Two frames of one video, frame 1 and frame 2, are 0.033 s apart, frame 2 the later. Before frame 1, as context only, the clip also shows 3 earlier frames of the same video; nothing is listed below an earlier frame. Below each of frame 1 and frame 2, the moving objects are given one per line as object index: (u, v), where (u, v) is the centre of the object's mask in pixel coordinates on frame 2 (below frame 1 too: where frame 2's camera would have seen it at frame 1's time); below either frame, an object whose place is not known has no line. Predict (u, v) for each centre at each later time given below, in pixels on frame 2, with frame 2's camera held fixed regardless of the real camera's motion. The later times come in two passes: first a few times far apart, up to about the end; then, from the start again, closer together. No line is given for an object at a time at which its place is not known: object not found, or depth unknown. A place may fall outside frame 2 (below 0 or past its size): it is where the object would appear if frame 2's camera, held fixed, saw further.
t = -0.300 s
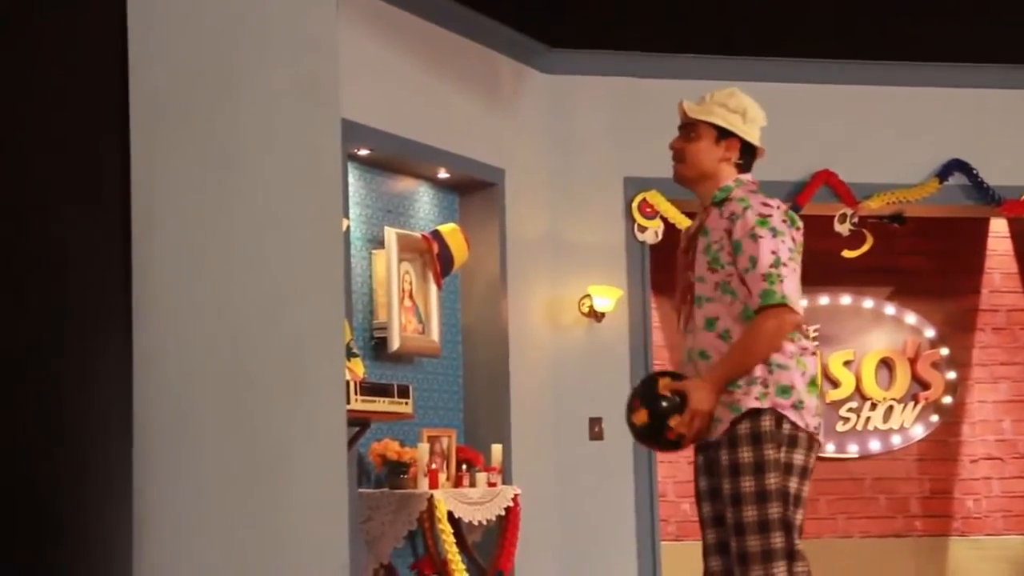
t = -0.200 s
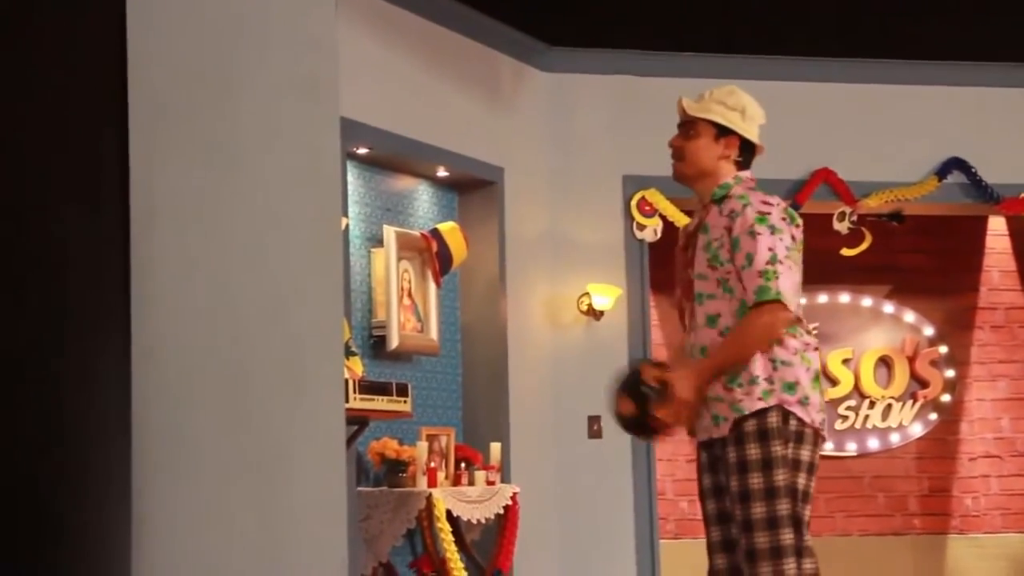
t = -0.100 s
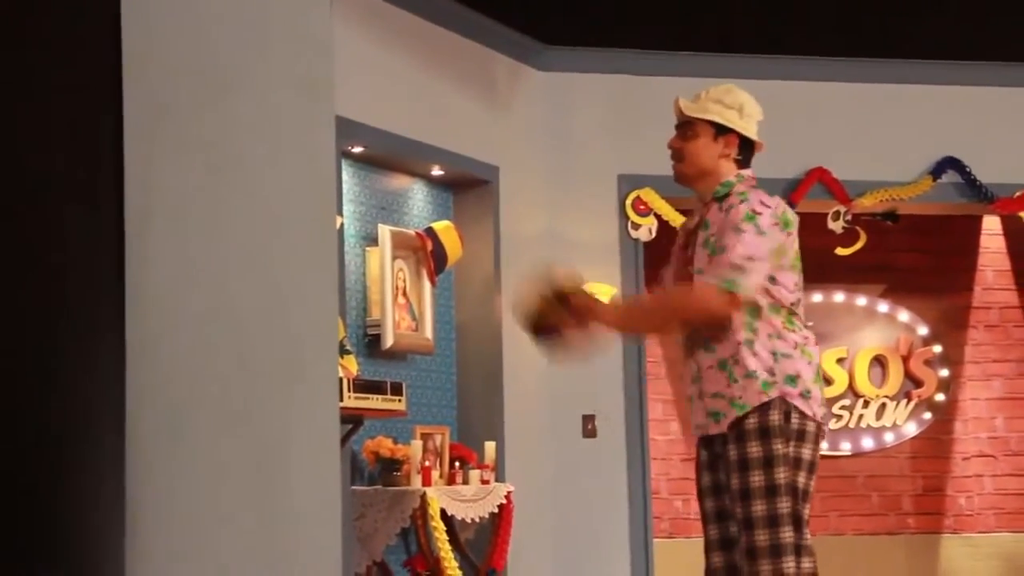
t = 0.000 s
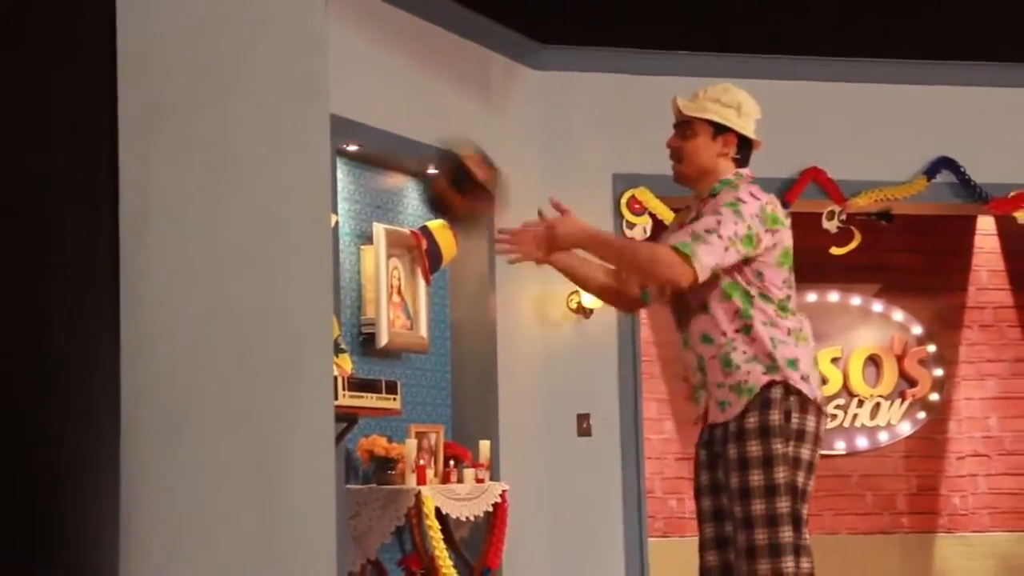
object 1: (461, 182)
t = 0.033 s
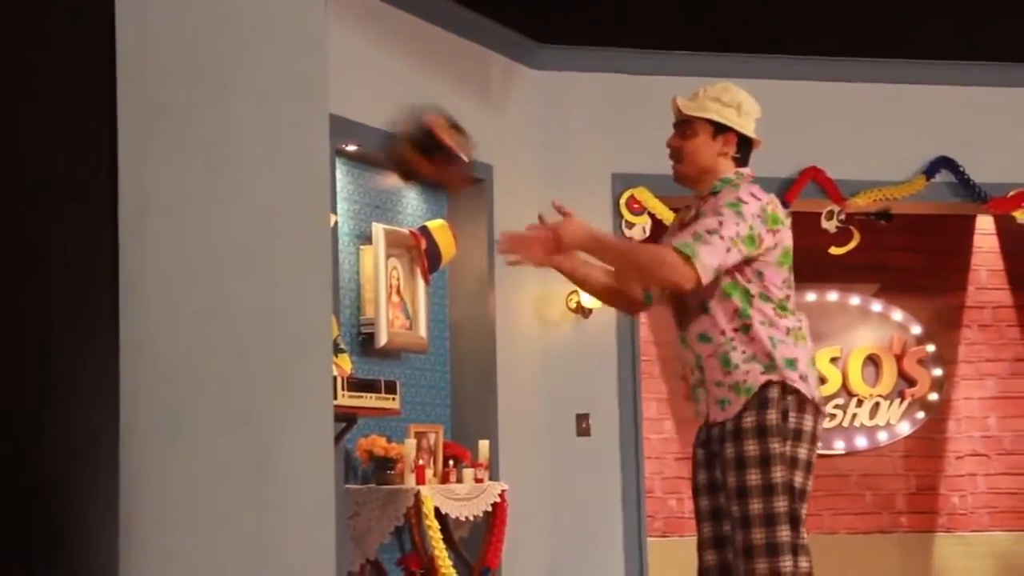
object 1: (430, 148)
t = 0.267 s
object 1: (440, 69)
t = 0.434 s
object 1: (548, 158)
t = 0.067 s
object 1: (400, 119)
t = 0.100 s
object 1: (368, 90)
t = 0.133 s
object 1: (359, 72)
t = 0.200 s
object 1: (398, 64)
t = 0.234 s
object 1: (419, 65)
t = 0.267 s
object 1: (440, 69)
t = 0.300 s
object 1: (461, 80)
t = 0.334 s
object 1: (483, 93)
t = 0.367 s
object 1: (505, 111)
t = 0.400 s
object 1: (527, 133)
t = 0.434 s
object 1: (548, 158)
